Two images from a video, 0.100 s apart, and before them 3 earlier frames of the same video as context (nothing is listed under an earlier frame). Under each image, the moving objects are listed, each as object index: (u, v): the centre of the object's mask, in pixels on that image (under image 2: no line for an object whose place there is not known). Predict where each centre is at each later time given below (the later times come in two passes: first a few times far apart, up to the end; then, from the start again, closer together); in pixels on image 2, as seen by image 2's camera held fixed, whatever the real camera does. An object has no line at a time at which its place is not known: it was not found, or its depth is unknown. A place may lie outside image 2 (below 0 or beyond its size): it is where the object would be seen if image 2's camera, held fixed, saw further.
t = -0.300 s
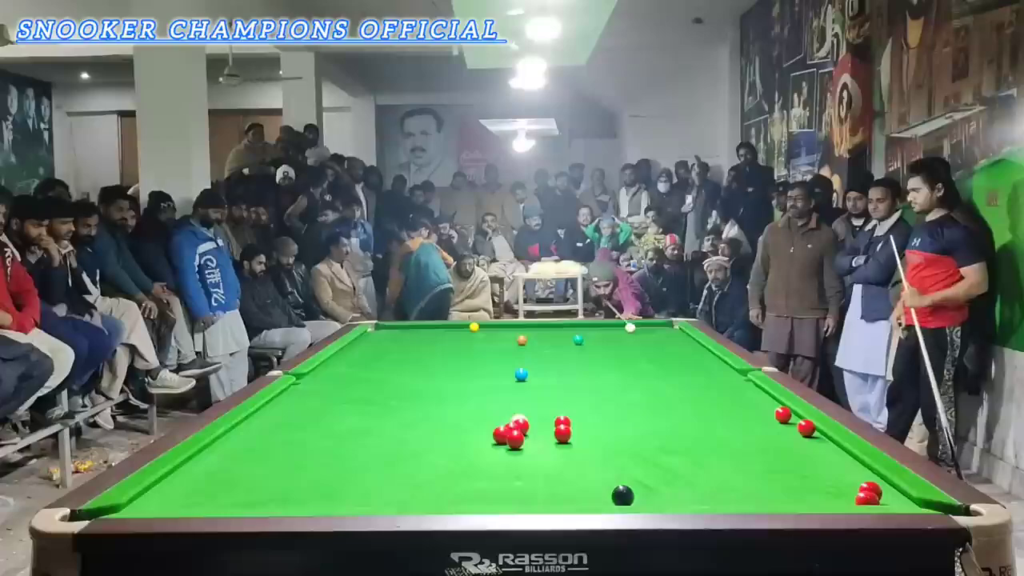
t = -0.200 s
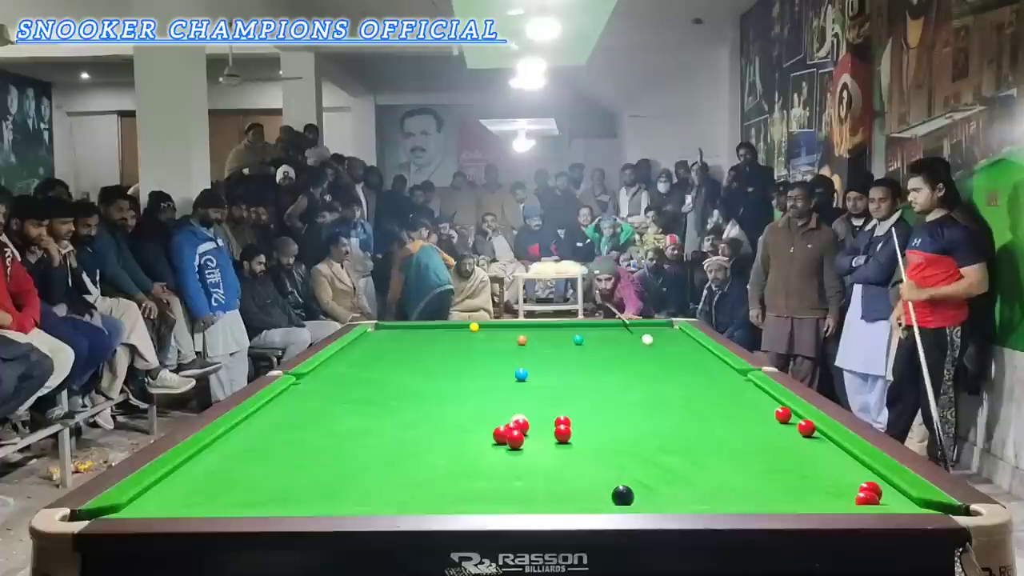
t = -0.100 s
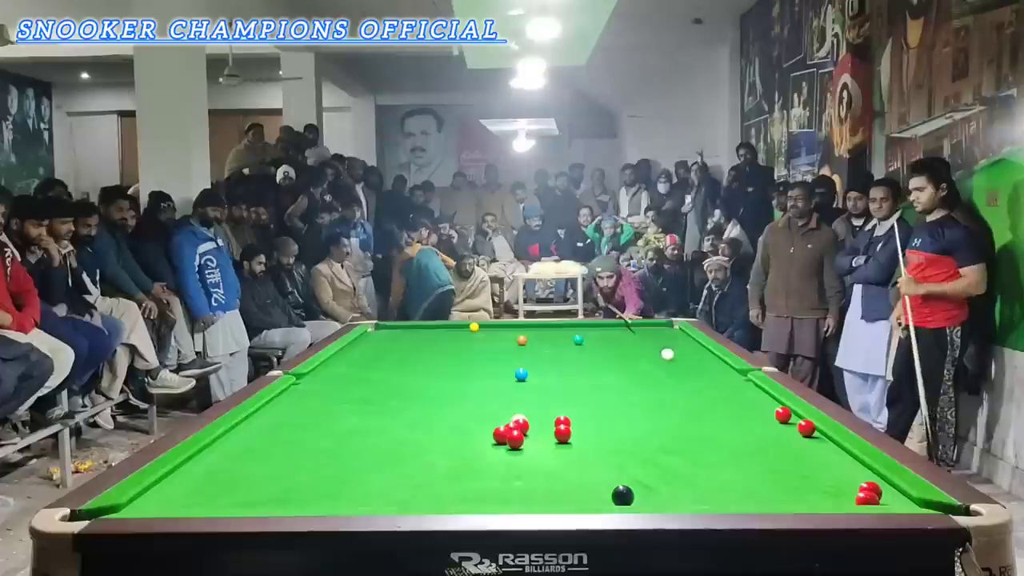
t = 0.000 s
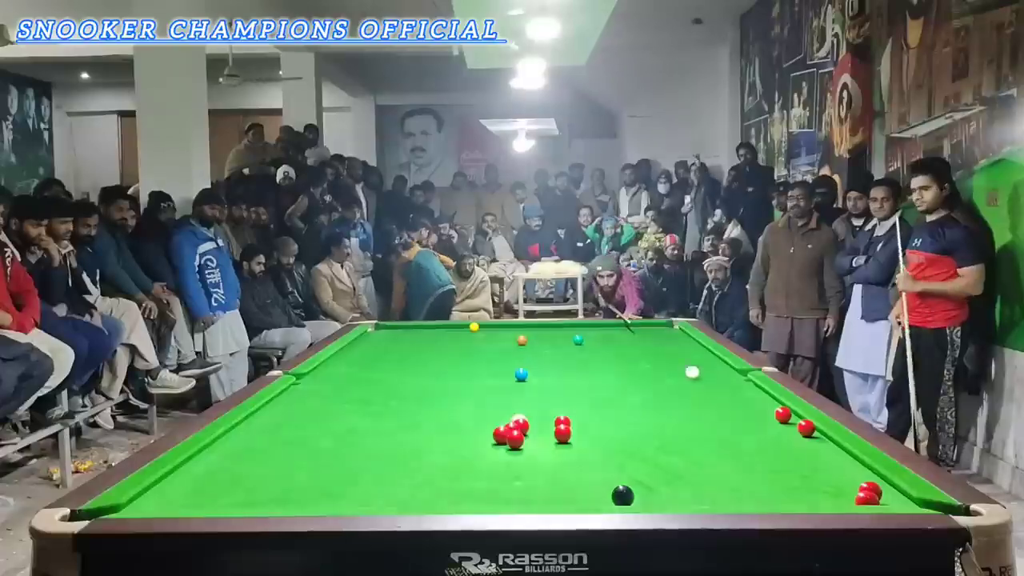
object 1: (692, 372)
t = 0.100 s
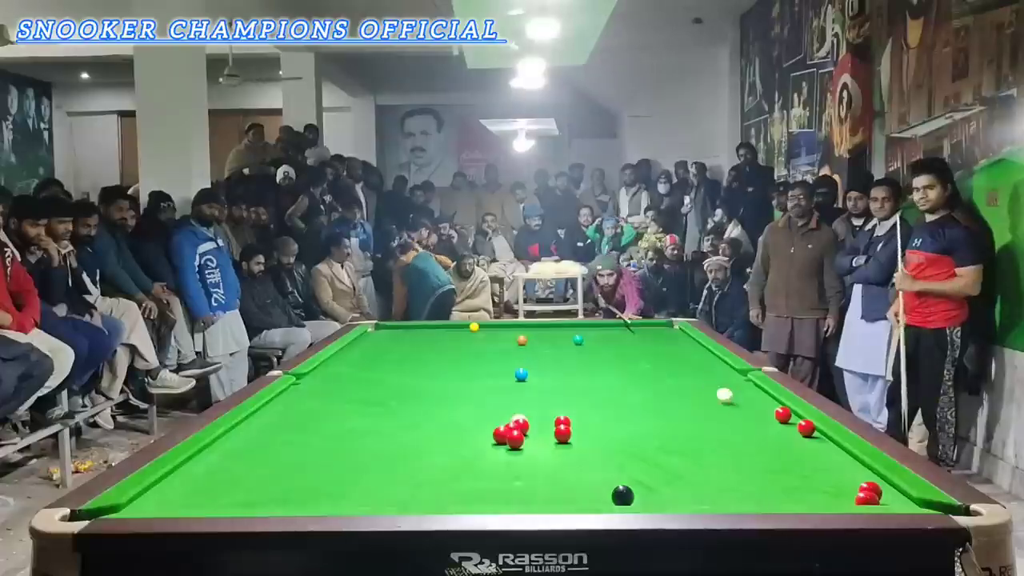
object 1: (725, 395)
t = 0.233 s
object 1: (785, 439)
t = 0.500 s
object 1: (758, 499)
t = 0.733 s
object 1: (648, 481)
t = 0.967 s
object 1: (570, 472)
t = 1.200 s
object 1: (500, 464)
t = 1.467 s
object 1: (429, 454)
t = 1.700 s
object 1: (372, 447)
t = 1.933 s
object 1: (321, 441)
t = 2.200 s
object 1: (268, 435)
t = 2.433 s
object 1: (242, 430)
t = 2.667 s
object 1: (278, 426)
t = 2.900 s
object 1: (310, 423)
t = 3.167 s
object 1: (343, 419)
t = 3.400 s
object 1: (369, 417)
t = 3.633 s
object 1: (391, 414)
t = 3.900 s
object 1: (415, 411)
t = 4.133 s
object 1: (433, 409)
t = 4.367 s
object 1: (448, 408)
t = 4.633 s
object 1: (464, 406)
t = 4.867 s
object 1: (476, 405)
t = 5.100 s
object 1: (485, 404)
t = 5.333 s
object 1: (494, 403)
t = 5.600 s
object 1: (502, 403)
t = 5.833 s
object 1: (506, 402)
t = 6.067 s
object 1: (509, 402)
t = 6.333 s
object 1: (511, 402)
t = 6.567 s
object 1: (511, 402)
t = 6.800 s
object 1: (511, 402)
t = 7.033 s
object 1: (511, 402)
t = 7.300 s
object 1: (512, 402)
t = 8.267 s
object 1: (511, 402)
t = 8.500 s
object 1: (510, 402)
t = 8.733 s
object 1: (510, 402)
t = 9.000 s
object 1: (511, 402)
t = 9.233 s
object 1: (511, 402)
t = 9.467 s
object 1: (511, 402)
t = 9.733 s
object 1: (512, 402)
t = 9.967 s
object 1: (512, 402)
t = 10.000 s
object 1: (512, 402)
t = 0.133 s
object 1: (738, 405)
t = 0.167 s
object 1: (751, 415)
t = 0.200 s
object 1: (767, 426)
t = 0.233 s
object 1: (785, 439)
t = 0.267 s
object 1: (805, 453)
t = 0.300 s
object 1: (830, 470)
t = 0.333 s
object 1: (850, 487)
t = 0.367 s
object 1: (832, 492)
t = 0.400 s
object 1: (814, 495)
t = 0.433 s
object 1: (796, 498)
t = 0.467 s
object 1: (779, 501)
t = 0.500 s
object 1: (758, 499)
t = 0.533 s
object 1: (738, 496)
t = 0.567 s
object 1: (721, 494)
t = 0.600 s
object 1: (704, 491)
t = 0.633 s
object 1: (689, 488)
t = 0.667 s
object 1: (674, 485)
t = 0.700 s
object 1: (660, 483)
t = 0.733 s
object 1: (648, 481)
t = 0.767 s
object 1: (637, 479)
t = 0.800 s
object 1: (625, 477)
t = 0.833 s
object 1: (613, 476)
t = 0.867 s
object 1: (603, 476)
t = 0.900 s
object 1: (591, 474)
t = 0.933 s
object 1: (581, 473)
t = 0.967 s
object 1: (570, 472)
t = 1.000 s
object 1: (559, 470)
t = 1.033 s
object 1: (549, 469)
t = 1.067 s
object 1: (539, 468)
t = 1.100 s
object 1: (529, 467)
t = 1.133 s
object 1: (519, 466)
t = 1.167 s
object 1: (509, 465)
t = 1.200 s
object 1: (500, 464)
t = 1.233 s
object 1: (490, 462)
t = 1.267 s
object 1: (481, 461)
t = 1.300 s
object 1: (471, 460)
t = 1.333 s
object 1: (463, 459)
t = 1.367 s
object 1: (454, 457)
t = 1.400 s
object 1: (445, 456)
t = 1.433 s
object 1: (436, 455)
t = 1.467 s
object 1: (429, 454)
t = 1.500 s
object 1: (420, 453)
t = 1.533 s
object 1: (411, 452)
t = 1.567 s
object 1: (404, 451)
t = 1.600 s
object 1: (395, 450)
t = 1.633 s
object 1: (388, 449)
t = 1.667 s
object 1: (380, 448)
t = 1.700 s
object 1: (372, 447)
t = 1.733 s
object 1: (364, 446)
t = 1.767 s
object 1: (357, 445)
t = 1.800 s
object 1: (350, 445)
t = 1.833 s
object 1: (342, 444)
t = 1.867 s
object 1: (335, 443)
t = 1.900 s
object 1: (328, 442)
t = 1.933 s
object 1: (321, 441)
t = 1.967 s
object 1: (314, 440)
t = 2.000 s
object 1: (308, 440)
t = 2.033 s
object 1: (300, 439)
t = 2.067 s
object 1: (294, 438)
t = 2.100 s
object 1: (287, 437)
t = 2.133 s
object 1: (281, 436)
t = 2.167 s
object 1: (275, 436)
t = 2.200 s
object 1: (268, 435)
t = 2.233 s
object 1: (262, 434)
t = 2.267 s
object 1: (256, 434)
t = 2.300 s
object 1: (250, 433)
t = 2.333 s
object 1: (244, 432)
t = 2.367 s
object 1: (238, 432)
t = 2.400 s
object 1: (237, 431)
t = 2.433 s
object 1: (242, 430)
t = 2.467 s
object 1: (247, 430)
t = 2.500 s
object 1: (252, 429)
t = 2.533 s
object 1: (258, 429)
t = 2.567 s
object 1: (263, 428)
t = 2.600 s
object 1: (268, 427)
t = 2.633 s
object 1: (273, 427)
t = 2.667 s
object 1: (278, 426)
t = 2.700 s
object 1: (283, 426)
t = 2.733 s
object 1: (287, 425)
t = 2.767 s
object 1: (291, 425)
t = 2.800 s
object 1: (297, 424)
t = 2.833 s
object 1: (301, 424)
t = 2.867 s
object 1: (305, 423)
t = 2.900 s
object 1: (310, 423)
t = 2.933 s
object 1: (314, 422)
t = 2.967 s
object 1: (318, 422)
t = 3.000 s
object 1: (323, 421)
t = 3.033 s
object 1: (327, 421)
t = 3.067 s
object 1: (331, 420)
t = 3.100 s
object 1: (335, 420)
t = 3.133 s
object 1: (339, 420)
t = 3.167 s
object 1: (343, 419)
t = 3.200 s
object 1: (347, 419)
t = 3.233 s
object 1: (351, 418)
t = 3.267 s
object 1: (354, 418)
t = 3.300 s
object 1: (358, 418)
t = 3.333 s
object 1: (361, 417)
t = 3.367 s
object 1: (365, 417)
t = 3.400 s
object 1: (369, 417)
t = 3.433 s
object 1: (372, 416)
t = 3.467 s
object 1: (375, 416)
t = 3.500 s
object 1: (379, 415)
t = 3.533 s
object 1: (382, 415)
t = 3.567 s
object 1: (385, 415)
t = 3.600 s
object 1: (388, 414)
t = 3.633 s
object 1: (391, 414)
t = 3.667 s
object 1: (394, 413)
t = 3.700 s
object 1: (398, 413)
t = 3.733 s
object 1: (400, 413)
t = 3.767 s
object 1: (403, 413)
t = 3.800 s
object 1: (406, 412)
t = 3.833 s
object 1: (409, 412)
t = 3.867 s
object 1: (412, 412)
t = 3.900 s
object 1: (415, 411)
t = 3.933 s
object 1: (417, 411)
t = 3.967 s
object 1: (420, 411)
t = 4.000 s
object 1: (423, 411)
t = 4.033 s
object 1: (425, 410)
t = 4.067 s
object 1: (428, 410)
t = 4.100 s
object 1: (430, 410)
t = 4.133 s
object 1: (433, 409)
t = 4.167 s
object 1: (435, 409)
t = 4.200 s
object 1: (437, 409)
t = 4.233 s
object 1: (440, 409)
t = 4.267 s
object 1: (442, 408)
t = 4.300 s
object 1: (444, 408)
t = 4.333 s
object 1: (446, 408)
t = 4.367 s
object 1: (448, 408)
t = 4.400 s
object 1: (450, 407)
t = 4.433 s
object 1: (452, 407)
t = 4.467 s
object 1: (454, 407)
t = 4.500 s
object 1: (456, 407)
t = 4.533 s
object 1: (458, 407)
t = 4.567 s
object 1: (460, 406)
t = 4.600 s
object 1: (462, 406)
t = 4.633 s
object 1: (464, 406)
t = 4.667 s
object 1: (465, 406)
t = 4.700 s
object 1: (467, 406)
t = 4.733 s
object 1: (469, 406)
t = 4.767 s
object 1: (470, 406)
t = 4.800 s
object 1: (472, 405)
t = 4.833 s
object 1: (474, 405)
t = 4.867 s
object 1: (476, 405)
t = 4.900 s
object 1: (477, 405)
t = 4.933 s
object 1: (478, 405)
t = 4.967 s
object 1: (480, 405)
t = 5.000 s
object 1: (481, 405)
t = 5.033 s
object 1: (483, 404)
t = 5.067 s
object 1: (484, 405)
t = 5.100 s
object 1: (485, 404)
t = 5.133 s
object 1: (487, 404)
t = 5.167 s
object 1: (488, 404)
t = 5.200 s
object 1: (489, 404)
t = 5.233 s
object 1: (490, 404)
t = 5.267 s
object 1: (492, 404)
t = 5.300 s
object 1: (493, 404)
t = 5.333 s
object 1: (494, 403)
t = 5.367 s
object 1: (495, 403)
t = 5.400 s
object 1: (496, 403)
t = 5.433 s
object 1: (497, 403)
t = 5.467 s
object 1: (498, 403)
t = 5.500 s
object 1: (499, 403)
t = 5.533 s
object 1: (500, 403)
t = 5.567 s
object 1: (500, 403)
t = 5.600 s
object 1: (502, 403)
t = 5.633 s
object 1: (502, 403)
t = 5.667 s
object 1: (503, 403)
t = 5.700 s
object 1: (503, 402)
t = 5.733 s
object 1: (504, 402)
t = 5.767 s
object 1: (504, 402)
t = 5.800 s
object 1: (506, 402)
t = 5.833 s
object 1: (506, 402)
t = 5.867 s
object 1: (507, 402)
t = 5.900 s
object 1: (507, 402)
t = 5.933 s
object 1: (508, 402)
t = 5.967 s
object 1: (508, 402)
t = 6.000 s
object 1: (508, 402)
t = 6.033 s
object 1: (509, 402)
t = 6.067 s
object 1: (509, 402)
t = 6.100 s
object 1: (510, 402)
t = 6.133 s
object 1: (510, 402)
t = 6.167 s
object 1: (510, 402)
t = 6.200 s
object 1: (511, 402)
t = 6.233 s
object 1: (511, 402)
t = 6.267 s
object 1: (511, 402)
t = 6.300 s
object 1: (511, 402)
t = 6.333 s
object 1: (511, 402)
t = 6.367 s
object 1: (511, 402)
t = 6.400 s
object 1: (511, 402)
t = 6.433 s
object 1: (511, 402)
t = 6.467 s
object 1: (511, 402)
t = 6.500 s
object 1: (511, 402)
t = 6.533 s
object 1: (511, 402)
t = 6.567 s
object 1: (511, 402)
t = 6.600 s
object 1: (512, 402)
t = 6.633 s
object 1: (512, 402)
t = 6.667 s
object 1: (511, 402)
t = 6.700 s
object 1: (512, 402)
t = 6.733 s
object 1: (511, 402)
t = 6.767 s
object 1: (511, 402)
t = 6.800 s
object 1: (511, 402)
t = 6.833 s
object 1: (511, 402)
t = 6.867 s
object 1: (511, 402)
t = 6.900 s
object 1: (511, 402)
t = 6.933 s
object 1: (511, 402)
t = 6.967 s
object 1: (511, 402)
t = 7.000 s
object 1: (511, 402)
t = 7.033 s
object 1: (511, 402)
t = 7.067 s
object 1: (511, 402)
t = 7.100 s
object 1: (511, 402)
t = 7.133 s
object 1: (511, 402)
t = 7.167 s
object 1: (511, 402)
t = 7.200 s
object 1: (511, 402)
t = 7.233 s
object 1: (511, 402)
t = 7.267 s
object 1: (511, 402)
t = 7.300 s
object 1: (512, 402)
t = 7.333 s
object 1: (512, 402)
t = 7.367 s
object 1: (512, 402)
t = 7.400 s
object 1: (511, 401)
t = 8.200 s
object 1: (513, 401)
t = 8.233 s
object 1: (512, 402)
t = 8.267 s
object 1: (511, 402)
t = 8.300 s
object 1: (510, 402)
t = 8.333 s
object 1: (510, 402)
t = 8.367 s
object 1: (510, 402)
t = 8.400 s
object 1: (510, 402)
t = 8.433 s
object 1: (510, 402)
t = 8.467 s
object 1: (510, 402)
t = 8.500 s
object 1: (510, 402)
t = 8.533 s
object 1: (510, 402)
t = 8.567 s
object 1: (510, 402)
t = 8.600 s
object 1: (511, 402)
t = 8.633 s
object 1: (510, 402)
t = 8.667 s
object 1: (510, 402)
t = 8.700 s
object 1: (510, 402)
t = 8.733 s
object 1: (510, 402)
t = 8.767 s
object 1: (511, 402)
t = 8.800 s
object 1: (511, 402)
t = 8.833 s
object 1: (511, 402)
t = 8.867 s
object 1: (511, 402)
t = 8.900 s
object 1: (510, 402)
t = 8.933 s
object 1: (510, 402)
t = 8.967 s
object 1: (510, 402)
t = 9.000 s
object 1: (511, 402)
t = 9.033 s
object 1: (511, 402)
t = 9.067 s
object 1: (511, 402)
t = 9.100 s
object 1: (511, 402)
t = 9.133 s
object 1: (511, 402)
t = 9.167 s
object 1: (511, 402)
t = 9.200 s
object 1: (511, 402)
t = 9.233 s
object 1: (511, 402)
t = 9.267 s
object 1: (511, 402)
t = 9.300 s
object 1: (511, 402)
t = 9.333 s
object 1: (511, 402)
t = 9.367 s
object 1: (511, 402)
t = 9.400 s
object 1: (511, 402)
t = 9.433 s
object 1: (511, 402)
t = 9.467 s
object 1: (511, 402)
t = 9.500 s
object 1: (512, 402)
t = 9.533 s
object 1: (512, 402)
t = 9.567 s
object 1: (512, 402)
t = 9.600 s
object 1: (512, 402)
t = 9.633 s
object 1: (512, 402)
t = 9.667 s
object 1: (512, 402)
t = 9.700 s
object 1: (512, 402)
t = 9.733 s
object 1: (512, 402)
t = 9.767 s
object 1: (512, 402)
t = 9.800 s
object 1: (512, 402)
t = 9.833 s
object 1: (512, 402)
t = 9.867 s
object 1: (512, 402)
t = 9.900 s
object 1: (512, 402)
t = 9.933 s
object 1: (512, 402)
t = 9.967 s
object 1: (512, 402)
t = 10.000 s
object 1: (512, 402)
